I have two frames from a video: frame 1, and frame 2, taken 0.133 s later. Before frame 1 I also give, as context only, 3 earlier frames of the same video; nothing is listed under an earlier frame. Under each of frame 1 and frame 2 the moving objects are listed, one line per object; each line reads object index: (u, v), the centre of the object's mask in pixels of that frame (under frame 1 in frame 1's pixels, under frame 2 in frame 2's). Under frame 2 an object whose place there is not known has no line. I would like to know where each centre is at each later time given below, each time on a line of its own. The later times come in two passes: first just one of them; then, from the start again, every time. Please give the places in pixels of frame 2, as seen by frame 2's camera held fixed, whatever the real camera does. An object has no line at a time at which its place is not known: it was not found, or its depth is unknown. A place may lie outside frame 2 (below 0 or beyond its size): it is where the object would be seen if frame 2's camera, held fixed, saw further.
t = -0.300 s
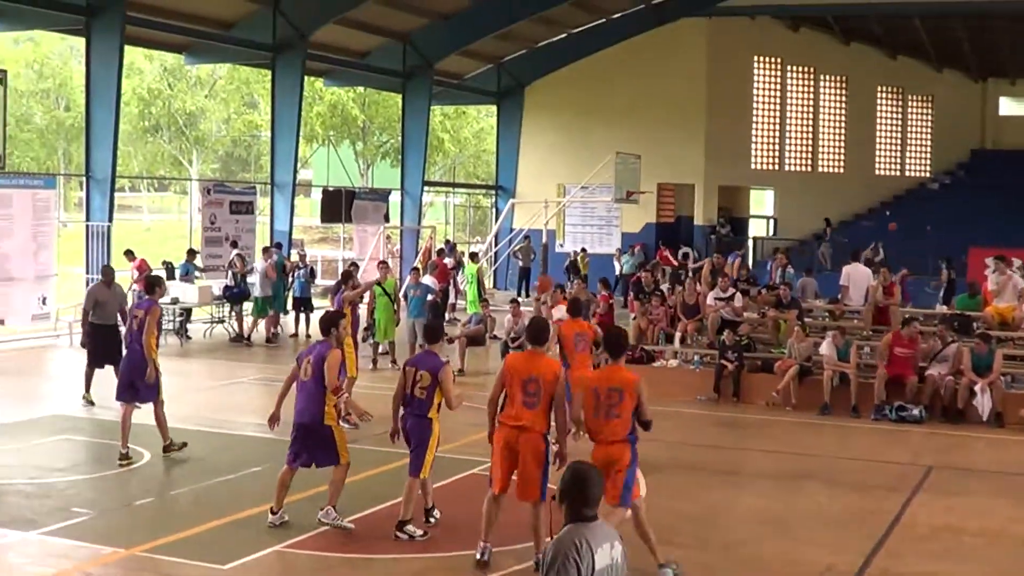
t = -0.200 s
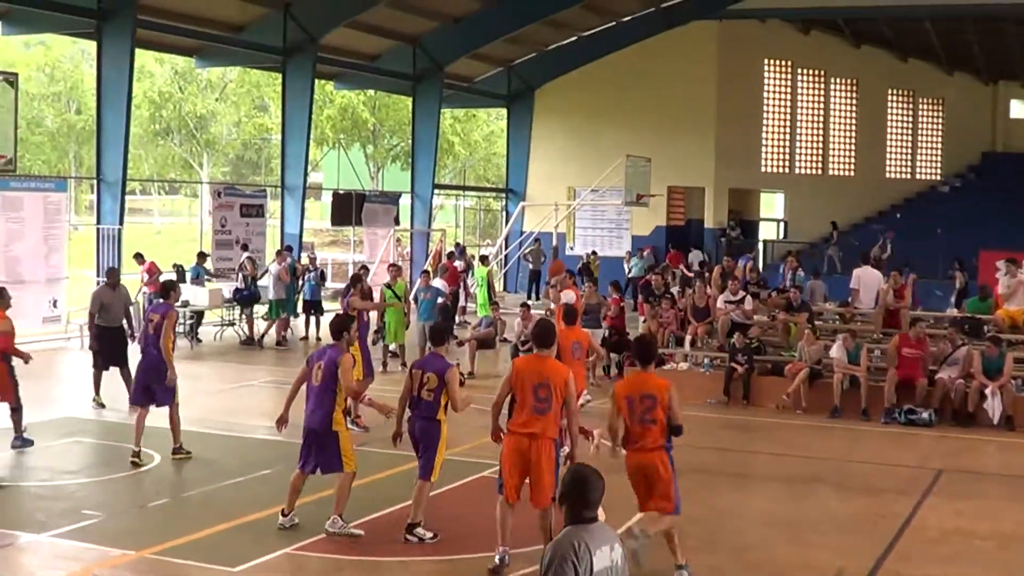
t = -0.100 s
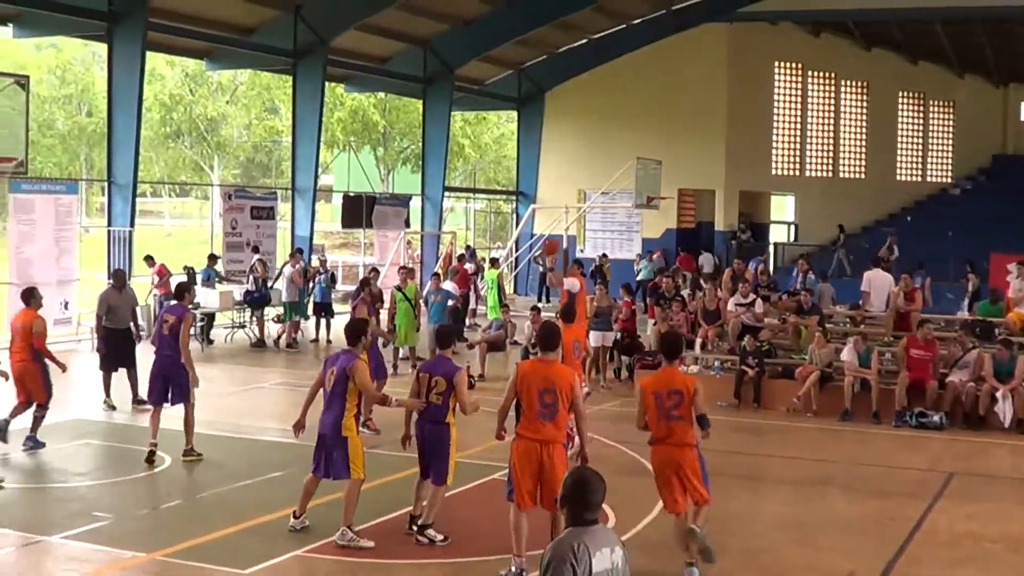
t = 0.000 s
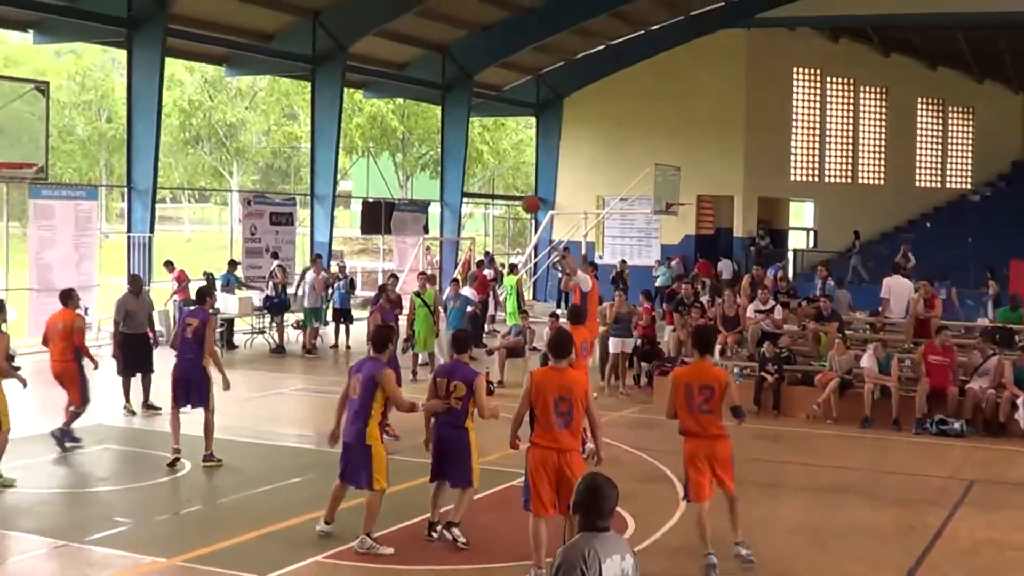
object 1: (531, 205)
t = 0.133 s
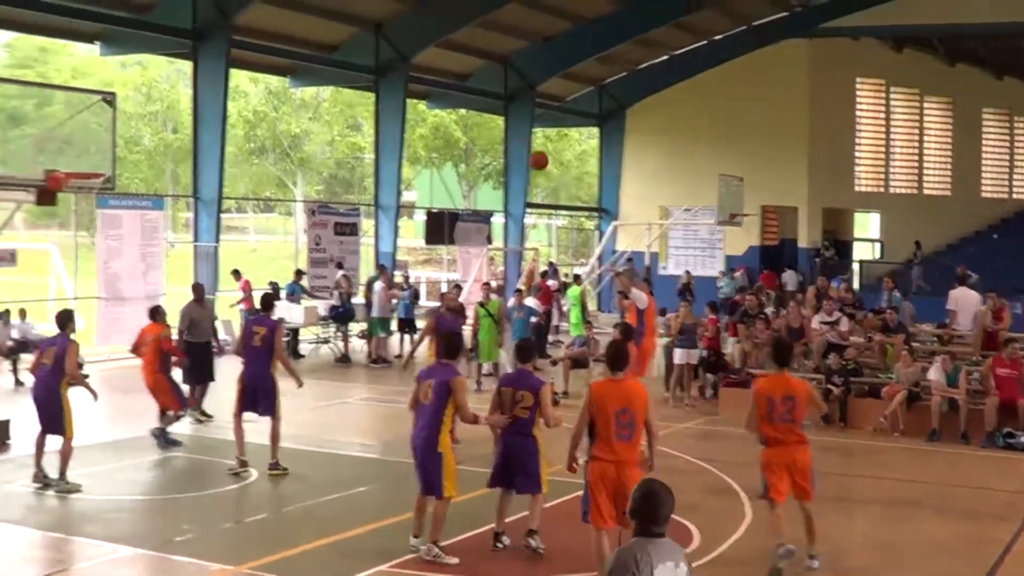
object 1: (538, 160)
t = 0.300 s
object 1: (466, 109)
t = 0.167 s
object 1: (525, 149)
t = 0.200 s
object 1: (510, 138)
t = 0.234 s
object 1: (496, 127)
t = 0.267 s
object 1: (481, 118)
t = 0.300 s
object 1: (466, 109)
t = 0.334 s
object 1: (452, 101)
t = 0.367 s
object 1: (436, 93)
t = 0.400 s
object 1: (421, 89)
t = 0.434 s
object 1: (406, 82)
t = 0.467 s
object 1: (389, 77)
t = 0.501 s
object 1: (374, 73)
